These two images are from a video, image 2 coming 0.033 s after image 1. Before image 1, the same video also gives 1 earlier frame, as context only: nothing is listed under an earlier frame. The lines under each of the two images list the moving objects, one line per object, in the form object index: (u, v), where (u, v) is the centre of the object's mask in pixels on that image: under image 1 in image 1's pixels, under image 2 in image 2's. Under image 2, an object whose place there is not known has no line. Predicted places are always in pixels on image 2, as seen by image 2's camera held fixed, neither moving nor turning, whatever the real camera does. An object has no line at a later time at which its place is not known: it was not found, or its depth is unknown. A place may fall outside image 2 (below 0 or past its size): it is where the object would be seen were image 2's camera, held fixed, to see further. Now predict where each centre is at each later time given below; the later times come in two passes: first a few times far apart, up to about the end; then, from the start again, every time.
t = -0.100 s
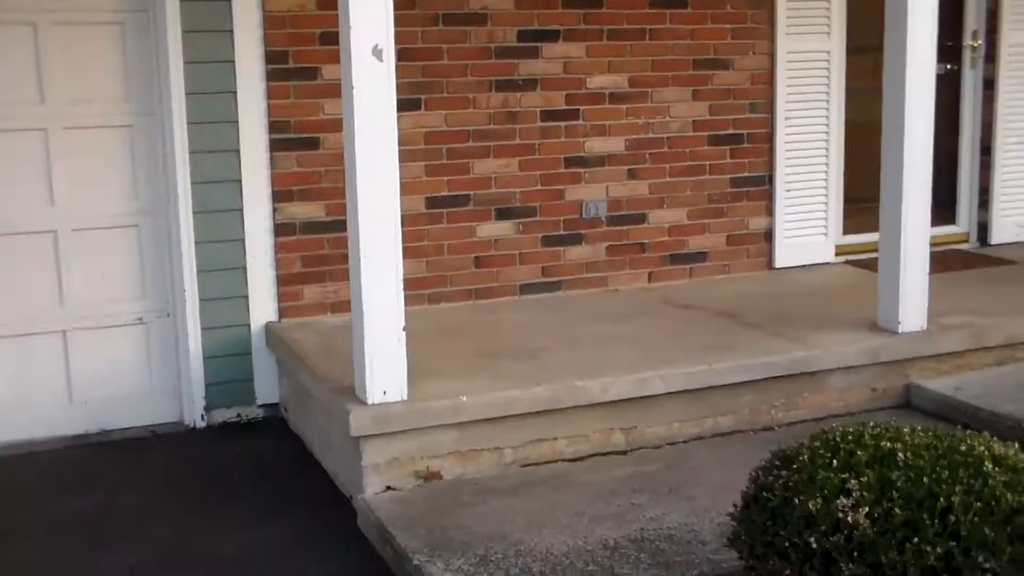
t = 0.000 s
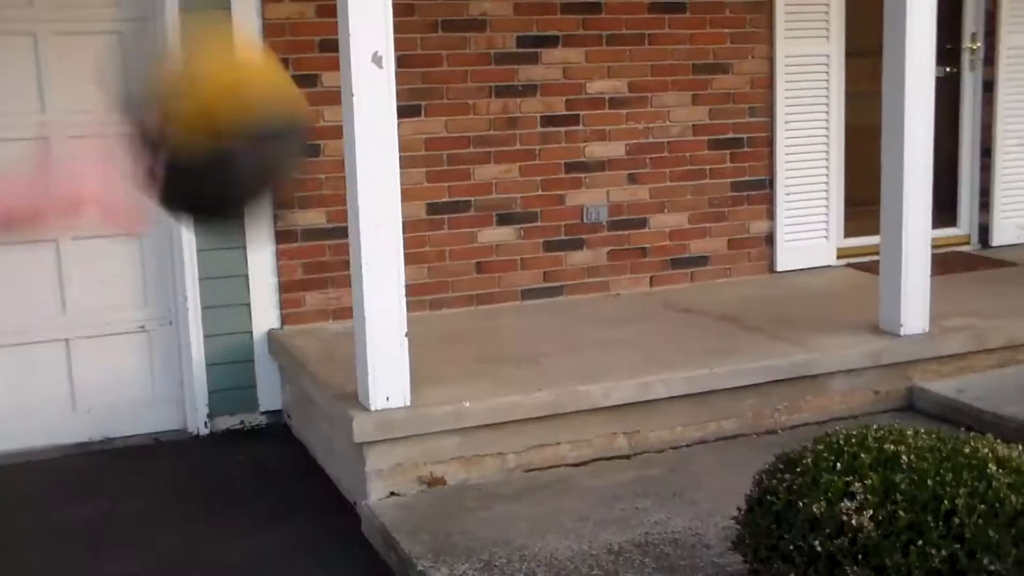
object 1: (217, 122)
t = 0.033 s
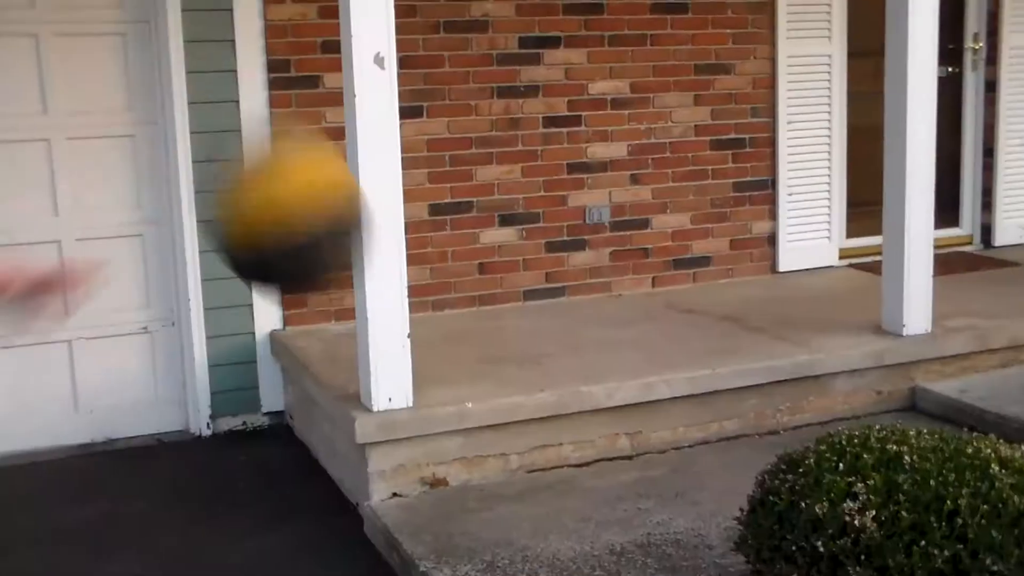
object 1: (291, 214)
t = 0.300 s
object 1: (472, 399)
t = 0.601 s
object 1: (501, 138)
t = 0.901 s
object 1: (604, 102)
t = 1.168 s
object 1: (777, 239)
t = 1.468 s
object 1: (945, 322)
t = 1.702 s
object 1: (1020, 235)
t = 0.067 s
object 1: (335, 280)
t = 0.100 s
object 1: (375, 337)
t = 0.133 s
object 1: (404, 383)
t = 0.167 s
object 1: (430, 430)
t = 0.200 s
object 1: (448, 467)
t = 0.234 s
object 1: (463, 502)
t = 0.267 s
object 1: (470, 453)
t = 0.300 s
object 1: (472, 399)
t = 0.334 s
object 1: (475, 350)
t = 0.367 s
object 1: (479, 309)
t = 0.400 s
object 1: (483, 272)
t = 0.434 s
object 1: (487, 239)
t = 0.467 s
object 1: (490, 210)
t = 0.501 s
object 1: (493, 189)
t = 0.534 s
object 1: (495, 167)
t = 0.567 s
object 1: (498, 151)
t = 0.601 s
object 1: (501, 138)
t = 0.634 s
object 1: (503, 130)
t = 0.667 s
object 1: (506, 123)
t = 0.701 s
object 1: (506, 118)
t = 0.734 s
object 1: (513, 115)
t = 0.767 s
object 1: (531, 107)
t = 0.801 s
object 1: (549, 102)
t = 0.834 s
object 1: (567, 100)
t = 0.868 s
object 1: (585, 99)
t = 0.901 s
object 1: (604, 102)
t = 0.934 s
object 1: (624, 108)
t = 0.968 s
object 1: (641, 116)
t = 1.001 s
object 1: (664, 129)
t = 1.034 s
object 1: (687, 143)
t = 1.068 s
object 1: (708, 162)
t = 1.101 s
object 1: (730, 184)
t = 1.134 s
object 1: (755, 210)
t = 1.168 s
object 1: (777, 239)
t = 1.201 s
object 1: (804, 276)
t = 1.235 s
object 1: (828, 310)
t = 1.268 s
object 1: (853, 350)
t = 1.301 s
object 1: (876, 397)
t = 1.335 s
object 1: (900, 411)
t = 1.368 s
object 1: (912, 398)
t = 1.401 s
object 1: (924, 373)
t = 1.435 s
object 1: (934, 346)
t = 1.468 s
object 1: (945, 322)
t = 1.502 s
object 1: (956, 301)
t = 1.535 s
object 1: (967, 282)
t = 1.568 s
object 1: (977, 266)
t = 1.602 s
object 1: (987, 254)
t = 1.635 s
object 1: (998, 245)
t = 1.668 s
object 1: (1010, 238)
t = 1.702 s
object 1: (1020, 235)
